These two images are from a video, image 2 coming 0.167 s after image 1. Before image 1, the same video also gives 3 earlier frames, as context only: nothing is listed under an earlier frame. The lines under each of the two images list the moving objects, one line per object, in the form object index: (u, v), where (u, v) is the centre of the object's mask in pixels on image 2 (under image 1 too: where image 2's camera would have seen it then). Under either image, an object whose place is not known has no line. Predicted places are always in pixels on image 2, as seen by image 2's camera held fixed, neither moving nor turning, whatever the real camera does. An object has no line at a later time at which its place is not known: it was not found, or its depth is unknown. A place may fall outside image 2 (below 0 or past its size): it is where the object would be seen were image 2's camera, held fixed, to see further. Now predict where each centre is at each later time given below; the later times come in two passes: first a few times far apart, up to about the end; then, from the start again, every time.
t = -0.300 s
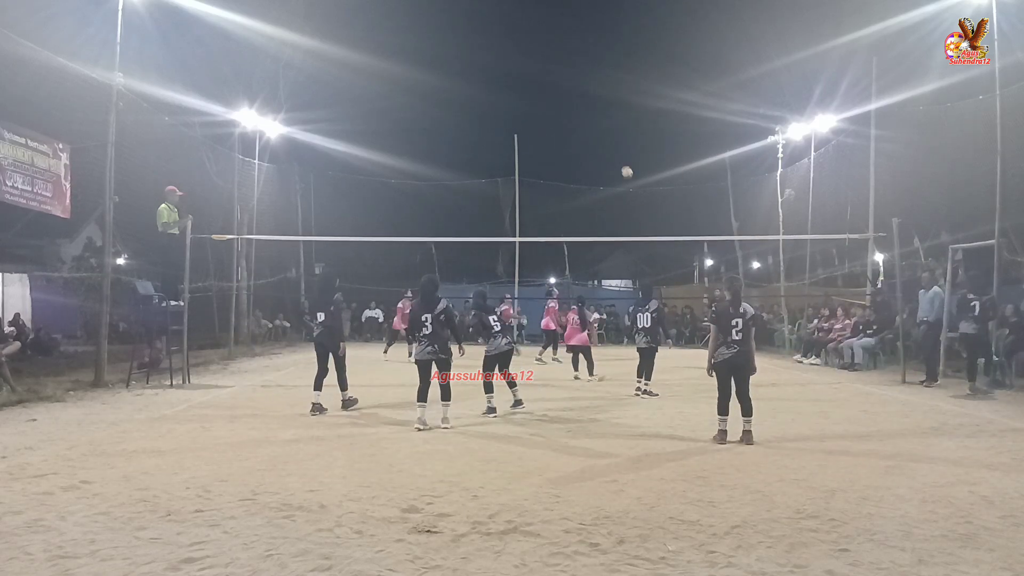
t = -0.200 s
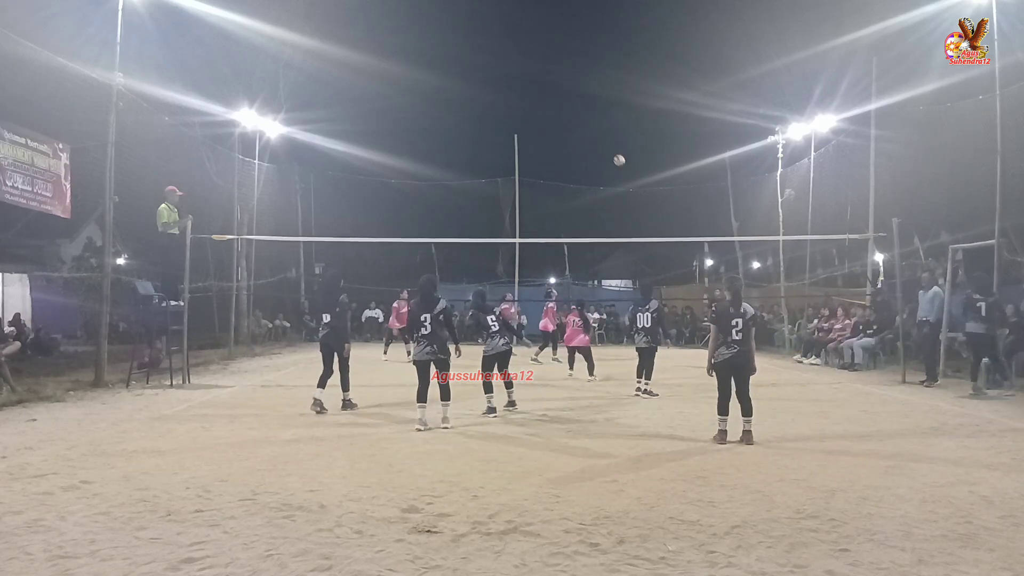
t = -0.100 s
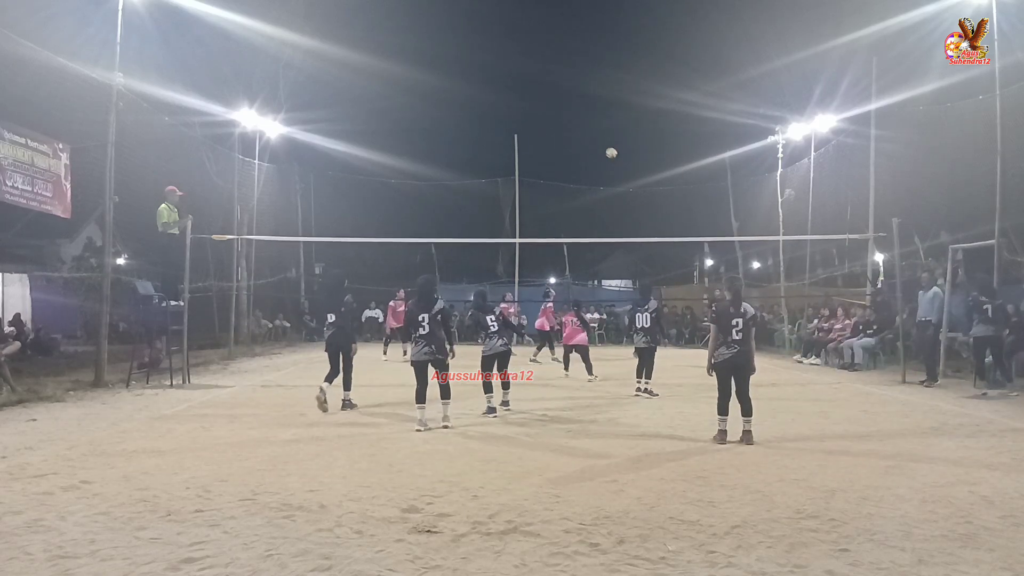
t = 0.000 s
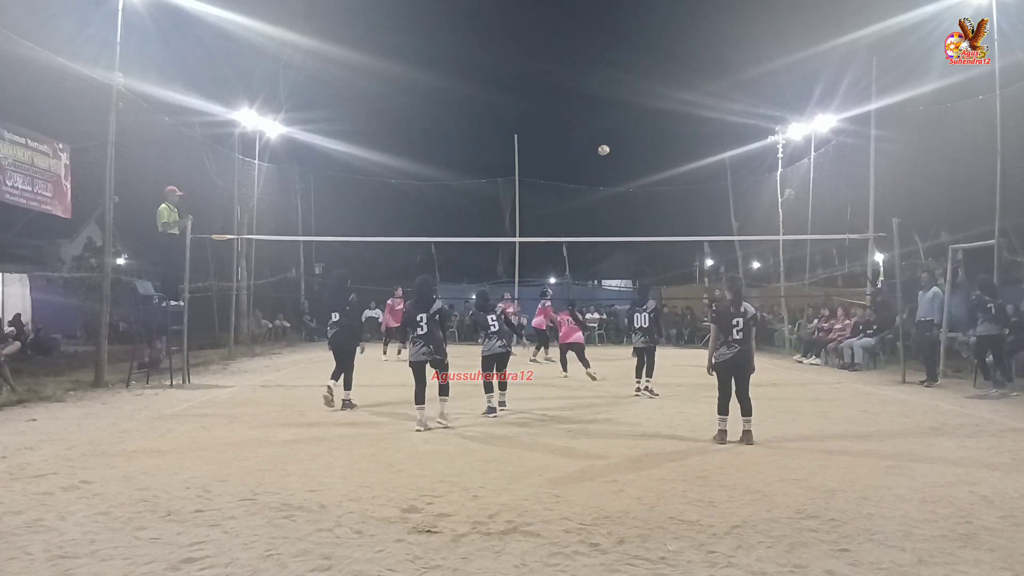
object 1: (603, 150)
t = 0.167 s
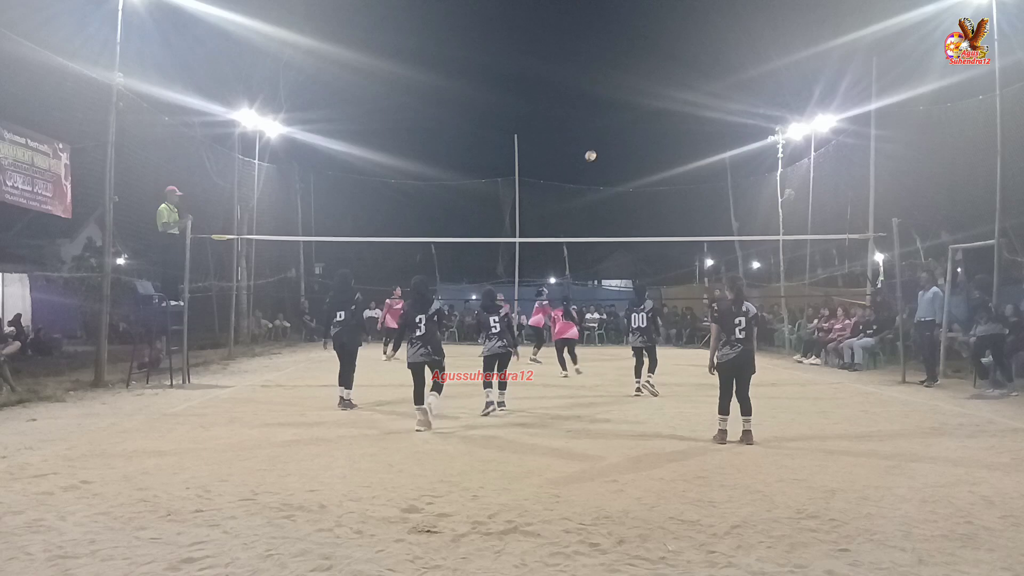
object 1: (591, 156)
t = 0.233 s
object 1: (585, 162)
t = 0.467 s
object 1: (568, 198)
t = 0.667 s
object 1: (553, 251)
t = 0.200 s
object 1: (588, 158)
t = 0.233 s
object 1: (585, 162)
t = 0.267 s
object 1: (583, 165)
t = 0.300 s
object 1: (580, 169)
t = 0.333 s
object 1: (577, 174)
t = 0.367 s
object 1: (575, 179)
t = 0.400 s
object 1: (573, 186)
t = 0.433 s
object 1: (570, 192)
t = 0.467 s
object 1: (568, 198)
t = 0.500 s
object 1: (565, 207)
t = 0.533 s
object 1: (563, 214)
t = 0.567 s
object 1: (561, 222)
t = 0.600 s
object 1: (558, 231)
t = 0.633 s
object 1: (556, 241)
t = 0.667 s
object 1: (553, 251)
